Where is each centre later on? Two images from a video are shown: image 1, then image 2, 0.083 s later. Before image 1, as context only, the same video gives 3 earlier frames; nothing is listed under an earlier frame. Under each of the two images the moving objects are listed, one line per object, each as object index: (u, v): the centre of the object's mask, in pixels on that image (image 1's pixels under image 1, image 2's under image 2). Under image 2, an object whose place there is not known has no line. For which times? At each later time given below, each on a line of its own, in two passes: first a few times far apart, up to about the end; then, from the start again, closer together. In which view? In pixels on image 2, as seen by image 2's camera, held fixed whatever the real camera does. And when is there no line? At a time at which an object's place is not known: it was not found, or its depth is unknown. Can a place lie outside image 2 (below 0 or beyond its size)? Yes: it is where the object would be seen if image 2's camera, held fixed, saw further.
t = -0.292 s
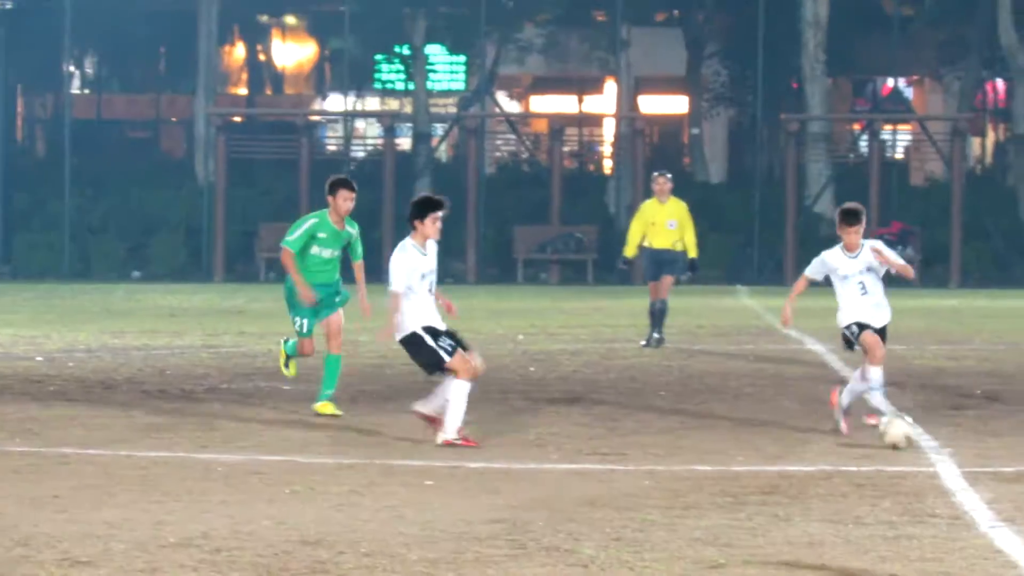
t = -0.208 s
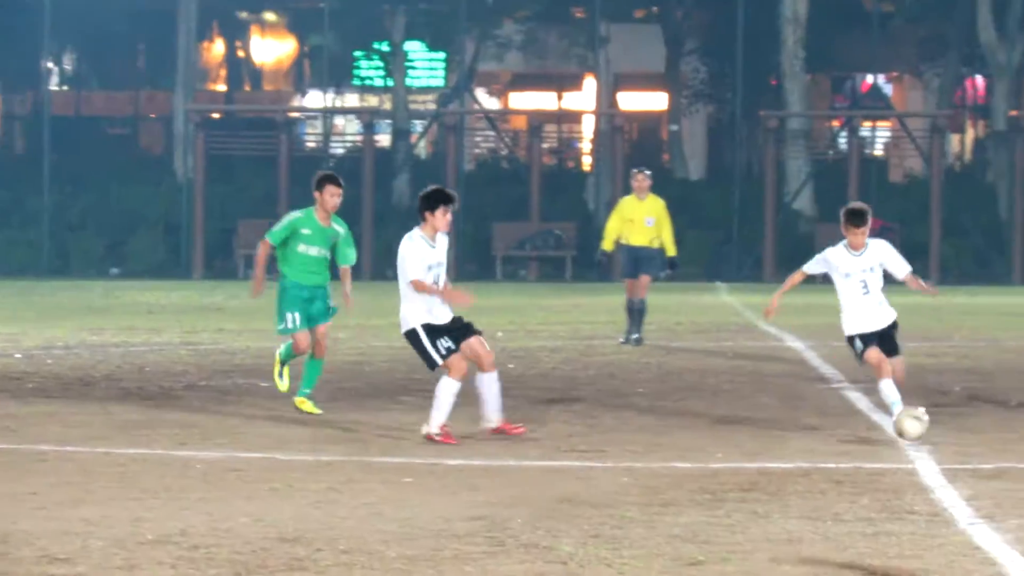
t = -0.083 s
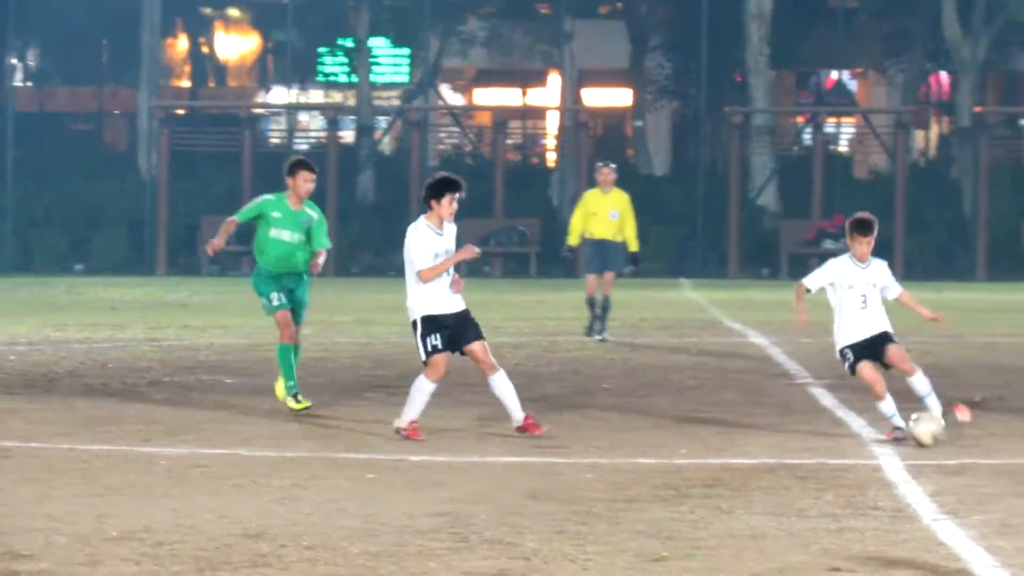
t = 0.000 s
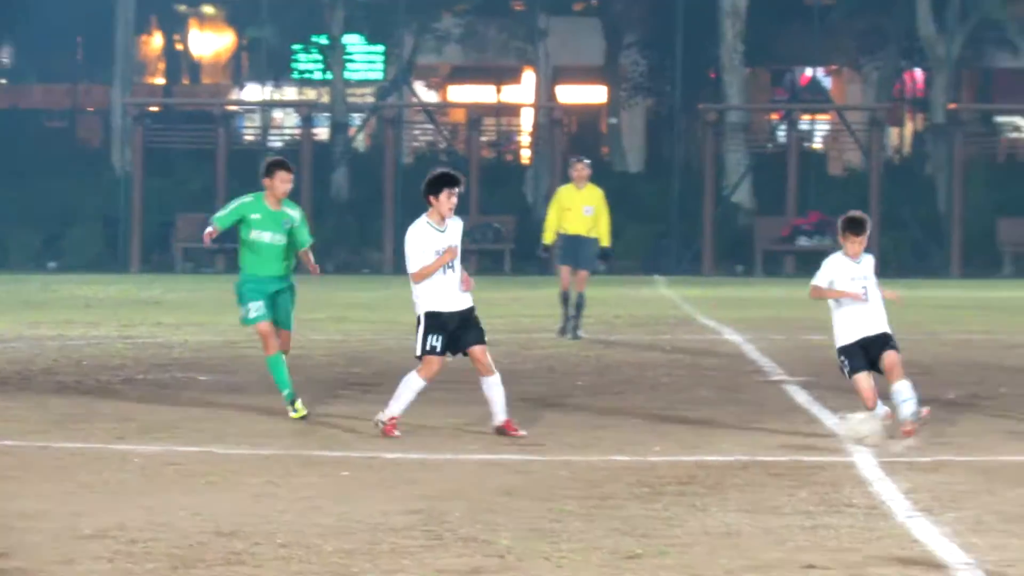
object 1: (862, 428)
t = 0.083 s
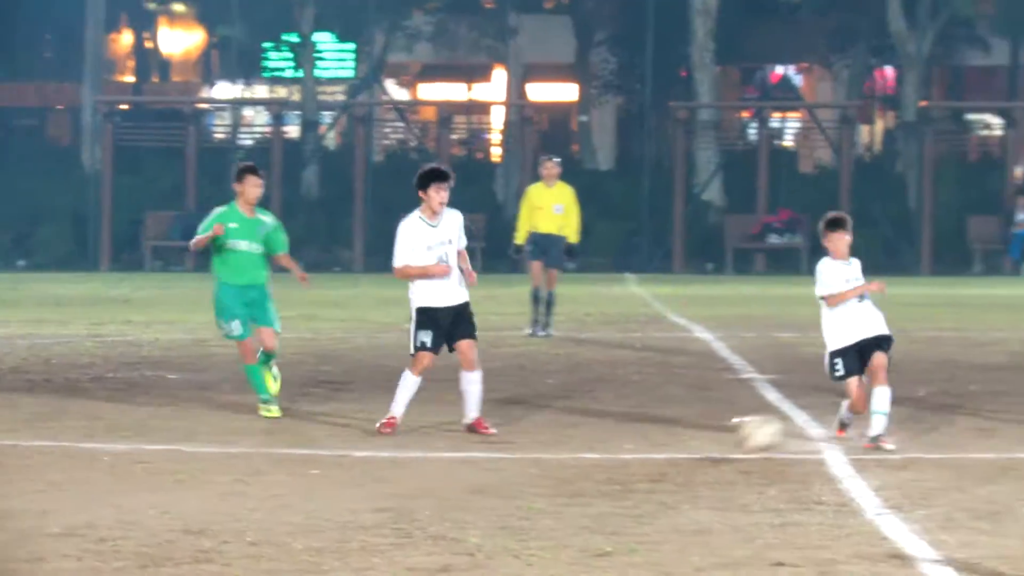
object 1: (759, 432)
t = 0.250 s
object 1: (600, 475)
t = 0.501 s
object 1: (366, 519)
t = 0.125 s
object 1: (717, 440)
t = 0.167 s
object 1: (679, 456)
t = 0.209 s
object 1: (639, 471)
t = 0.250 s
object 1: (600, 475)
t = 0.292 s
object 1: (559, 482)
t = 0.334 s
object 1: (522, 489)
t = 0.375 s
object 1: (483, 491)
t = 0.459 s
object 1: (404, 511)
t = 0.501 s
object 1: (366, 519)
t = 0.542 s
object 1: (328, 523)
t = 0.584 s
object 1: (289, 528)
